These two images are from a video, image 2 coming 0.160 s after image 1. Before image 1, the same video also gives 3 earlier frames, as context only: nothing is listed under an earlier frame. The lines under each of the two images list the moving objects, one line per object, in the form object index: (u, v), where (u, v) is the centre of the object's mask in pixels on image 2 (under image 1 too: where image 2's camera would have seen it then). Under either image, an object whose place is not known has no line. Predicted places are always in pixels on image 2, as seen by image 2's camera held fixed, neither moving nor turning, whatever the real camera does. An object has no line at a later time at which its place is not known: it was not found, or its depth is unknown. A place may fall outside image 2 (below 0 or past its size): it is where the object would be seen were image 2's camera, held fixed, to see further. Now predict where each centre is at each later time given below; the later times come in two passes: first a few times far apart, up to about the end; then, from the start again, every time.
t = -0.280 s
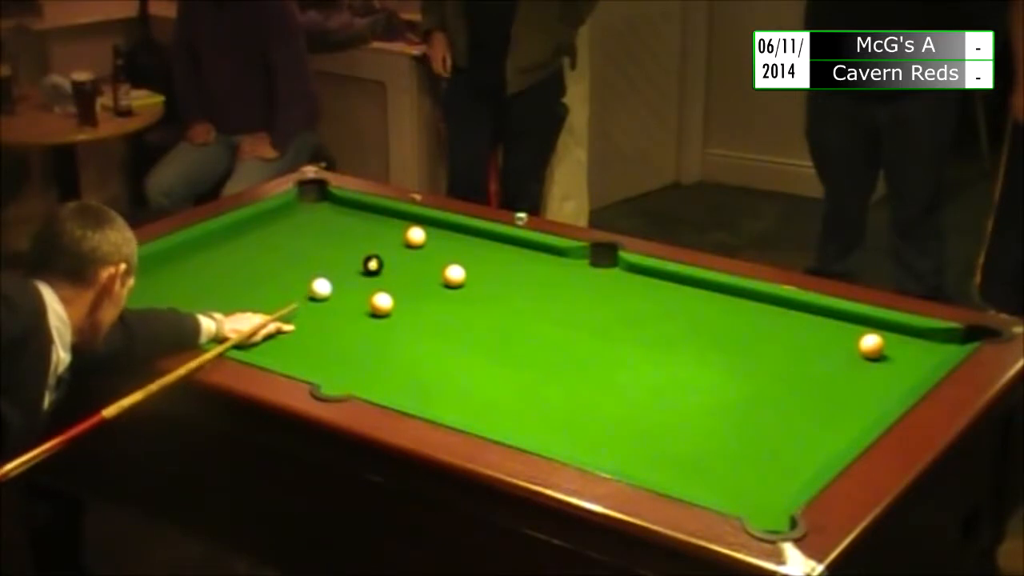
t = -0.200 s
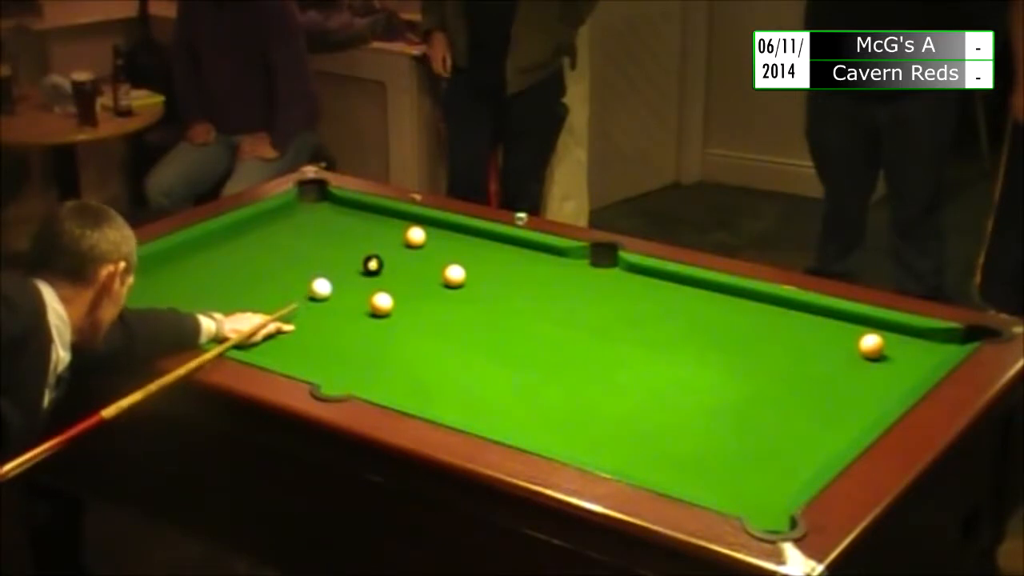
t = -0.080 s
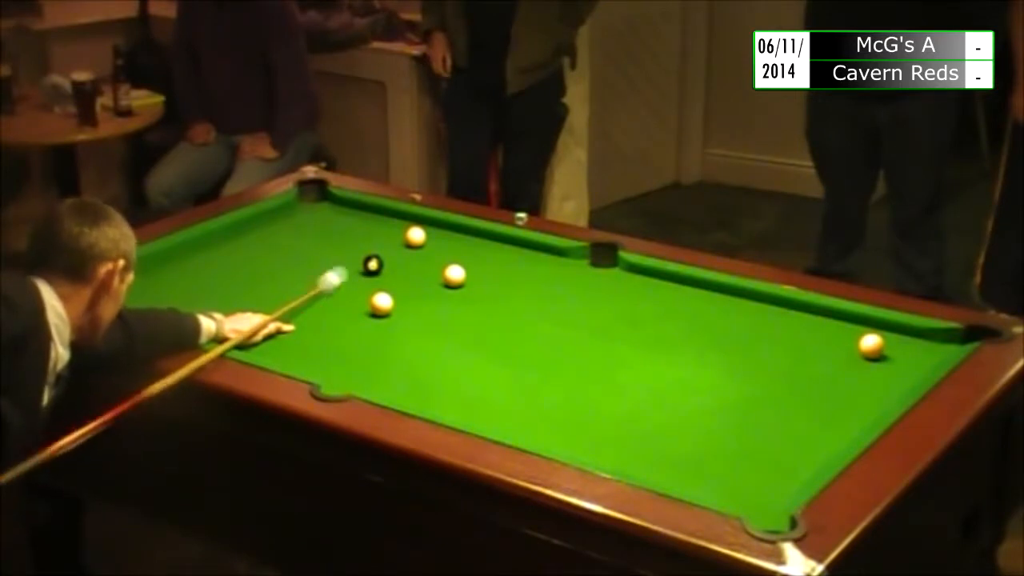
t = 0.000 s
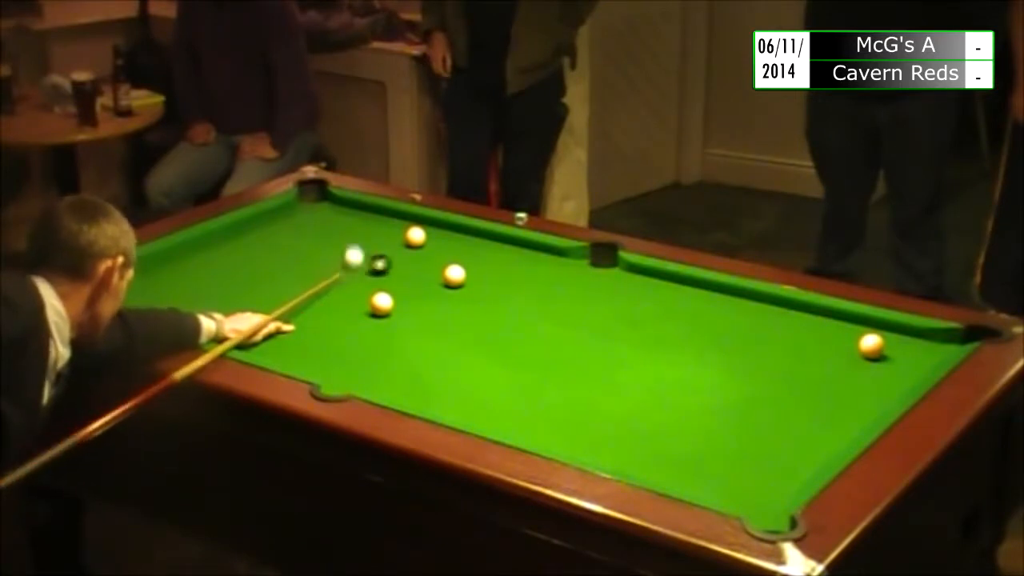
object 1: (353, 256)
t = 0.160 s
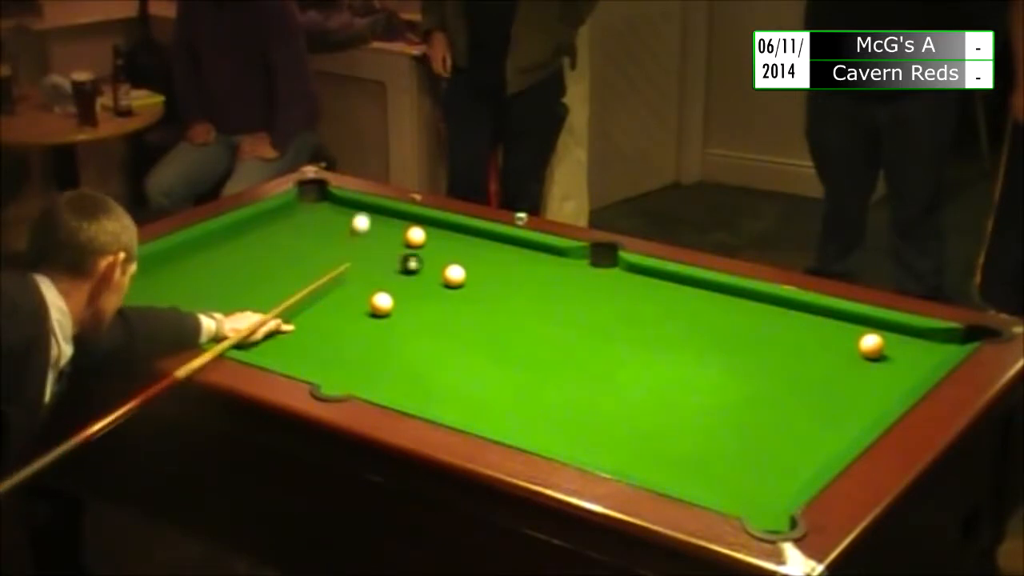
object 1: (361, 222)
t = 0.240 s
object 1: (364, 208)
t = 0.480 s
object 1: (283, 217)
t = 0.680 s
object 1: (239, 230)
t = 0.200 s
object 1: (363, 215)
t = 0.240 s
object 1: (364, 208)
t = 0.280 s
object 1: (353, 208)
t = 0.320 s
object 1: (338, 211)
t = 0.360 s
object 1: (324, 212)
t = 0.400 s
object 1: (311, 214)
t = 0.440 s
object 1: (297, 216)
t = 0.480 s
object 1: (283, 217)
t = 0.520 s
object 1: (270, 219)
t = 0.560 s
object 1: (256, 220)
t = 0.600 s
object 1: (245, 222)
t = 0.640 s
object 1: (242, 226)
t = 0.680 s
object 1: (239, 230)
